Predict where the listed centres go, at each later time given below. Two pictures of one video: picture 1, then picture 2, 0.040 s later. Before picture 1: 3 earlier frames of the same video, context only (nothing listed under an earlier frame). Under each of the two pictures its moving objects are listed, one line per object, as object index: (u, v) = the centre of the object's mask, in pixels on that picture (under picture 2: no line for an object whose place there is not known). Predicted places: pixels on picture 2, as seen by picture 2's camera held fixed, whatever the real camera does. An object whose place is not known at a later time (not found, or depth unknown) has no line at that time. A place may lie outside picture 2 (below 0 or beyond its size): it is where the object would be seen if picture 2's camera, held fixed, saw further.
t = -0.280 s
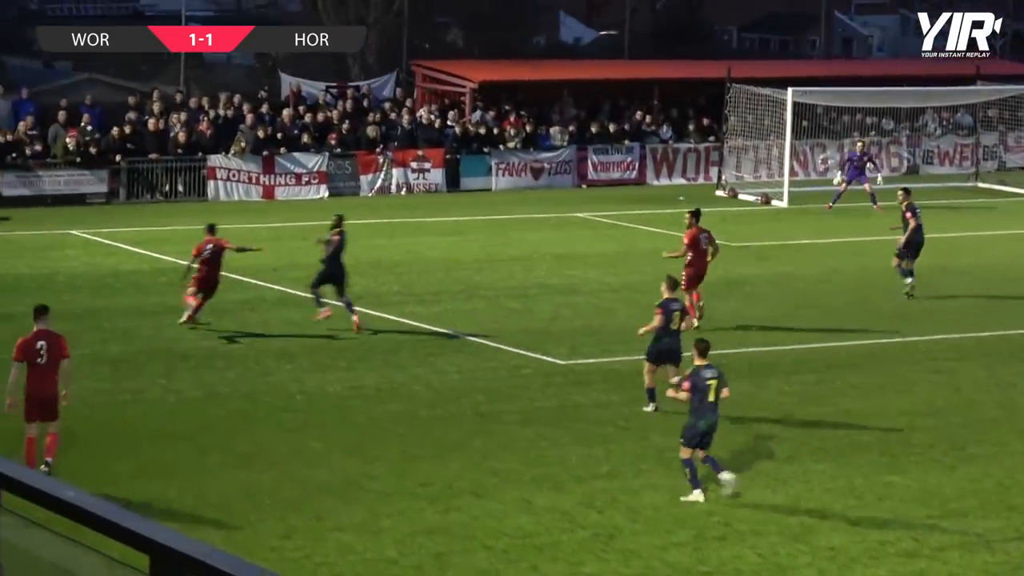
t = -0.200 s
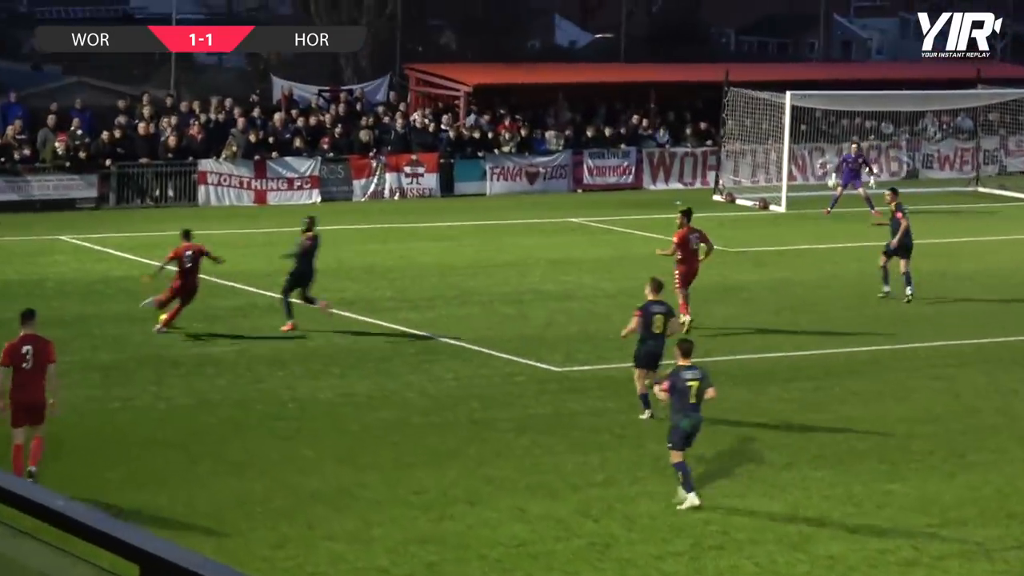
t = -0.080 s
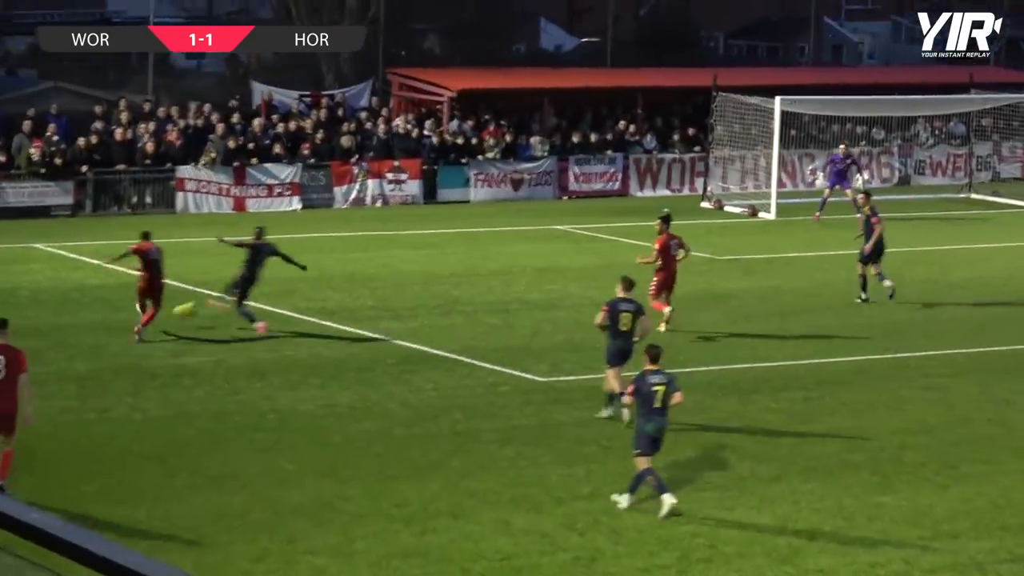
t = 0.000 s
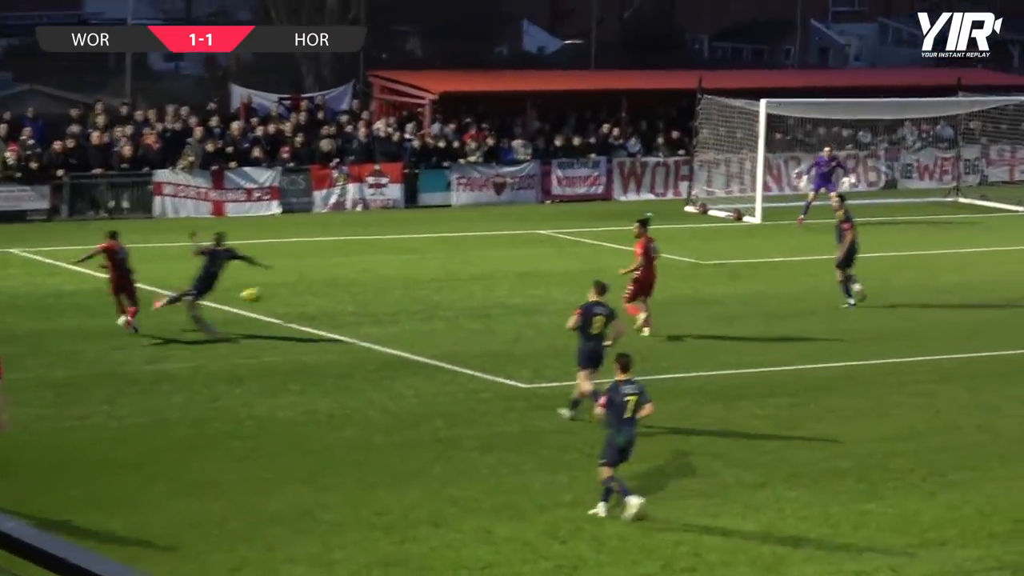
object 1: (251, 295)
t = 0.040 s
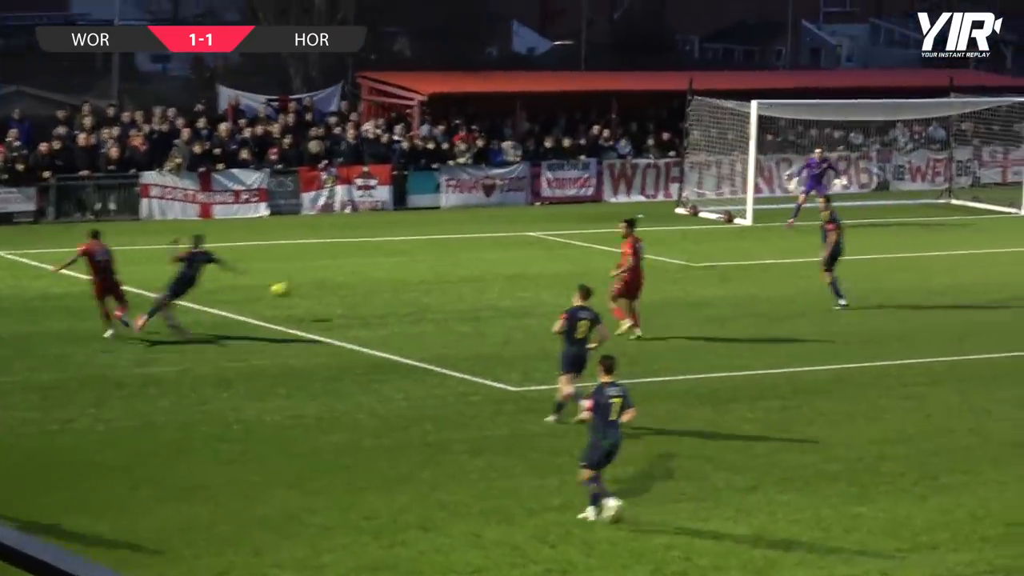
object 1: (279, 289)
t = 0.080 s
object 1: (318, 284)
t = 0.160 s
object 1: (387, 276)
